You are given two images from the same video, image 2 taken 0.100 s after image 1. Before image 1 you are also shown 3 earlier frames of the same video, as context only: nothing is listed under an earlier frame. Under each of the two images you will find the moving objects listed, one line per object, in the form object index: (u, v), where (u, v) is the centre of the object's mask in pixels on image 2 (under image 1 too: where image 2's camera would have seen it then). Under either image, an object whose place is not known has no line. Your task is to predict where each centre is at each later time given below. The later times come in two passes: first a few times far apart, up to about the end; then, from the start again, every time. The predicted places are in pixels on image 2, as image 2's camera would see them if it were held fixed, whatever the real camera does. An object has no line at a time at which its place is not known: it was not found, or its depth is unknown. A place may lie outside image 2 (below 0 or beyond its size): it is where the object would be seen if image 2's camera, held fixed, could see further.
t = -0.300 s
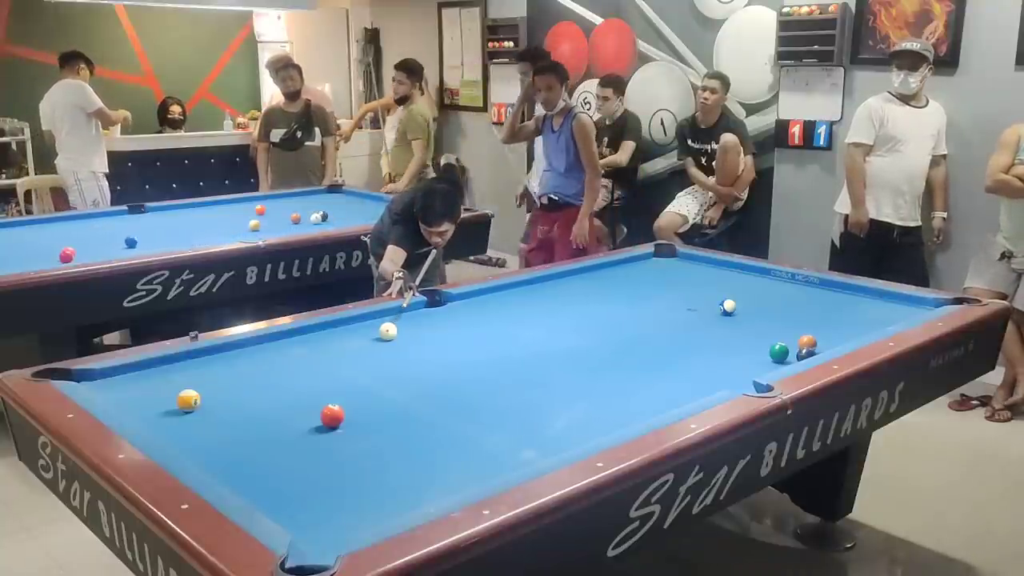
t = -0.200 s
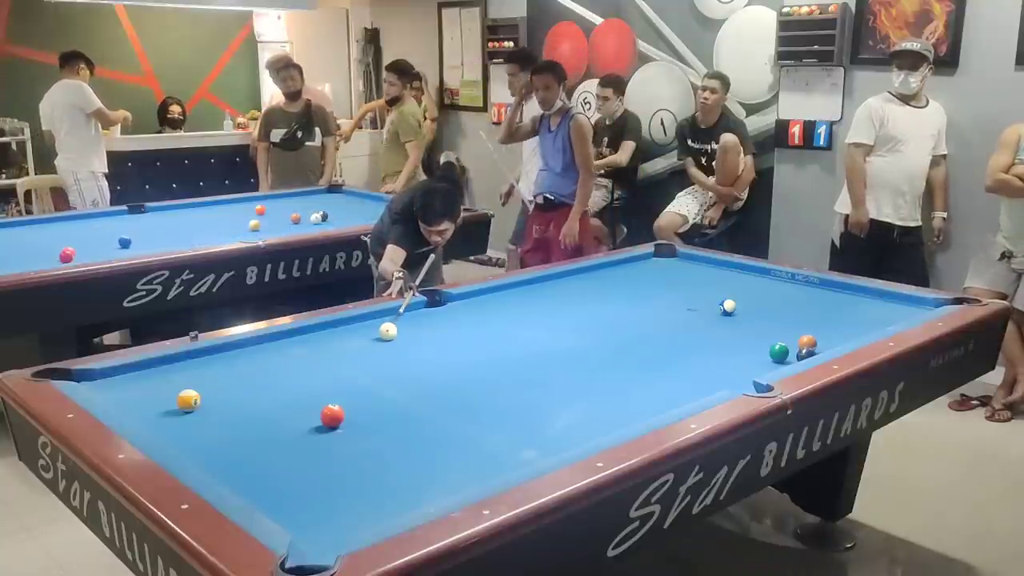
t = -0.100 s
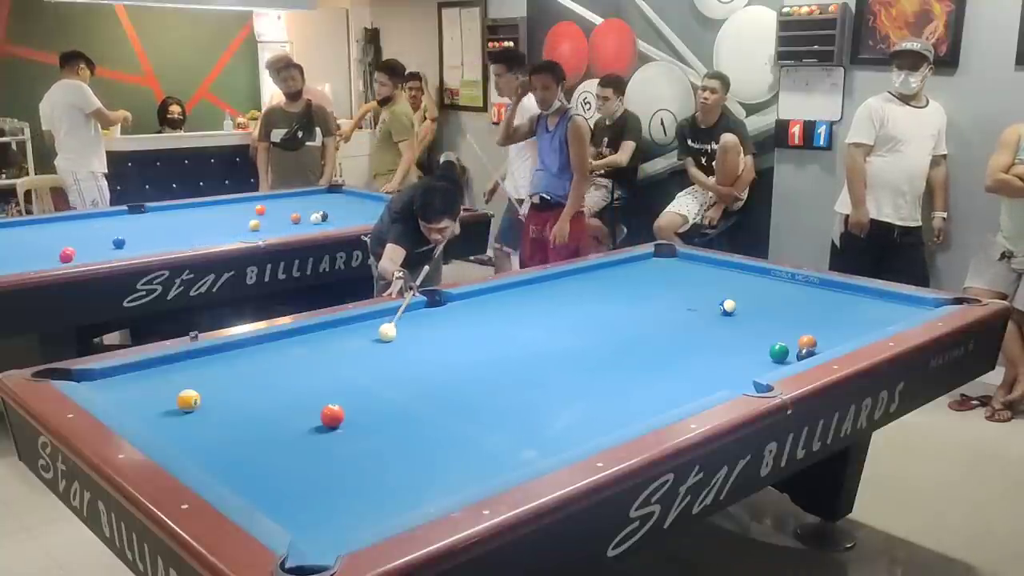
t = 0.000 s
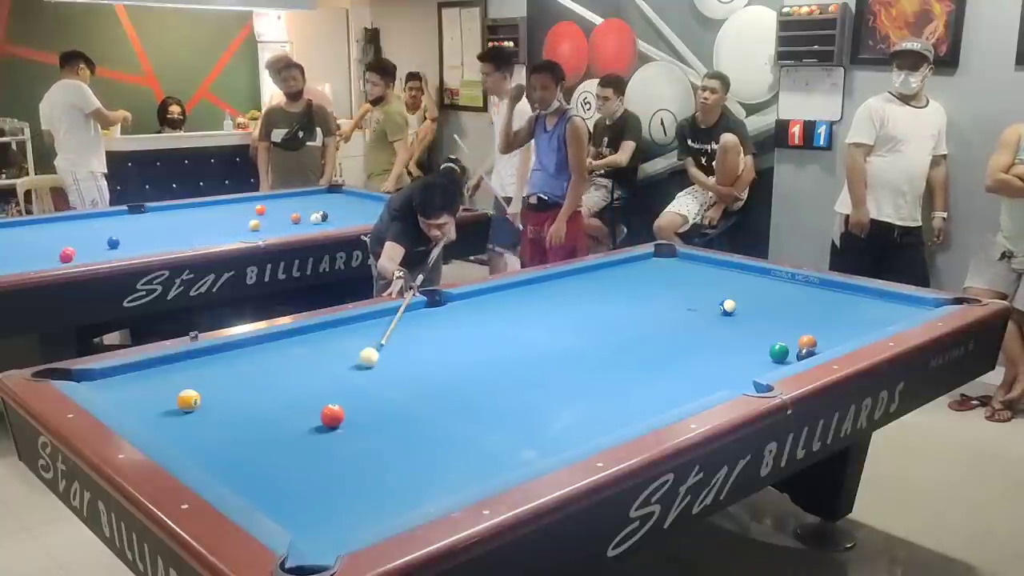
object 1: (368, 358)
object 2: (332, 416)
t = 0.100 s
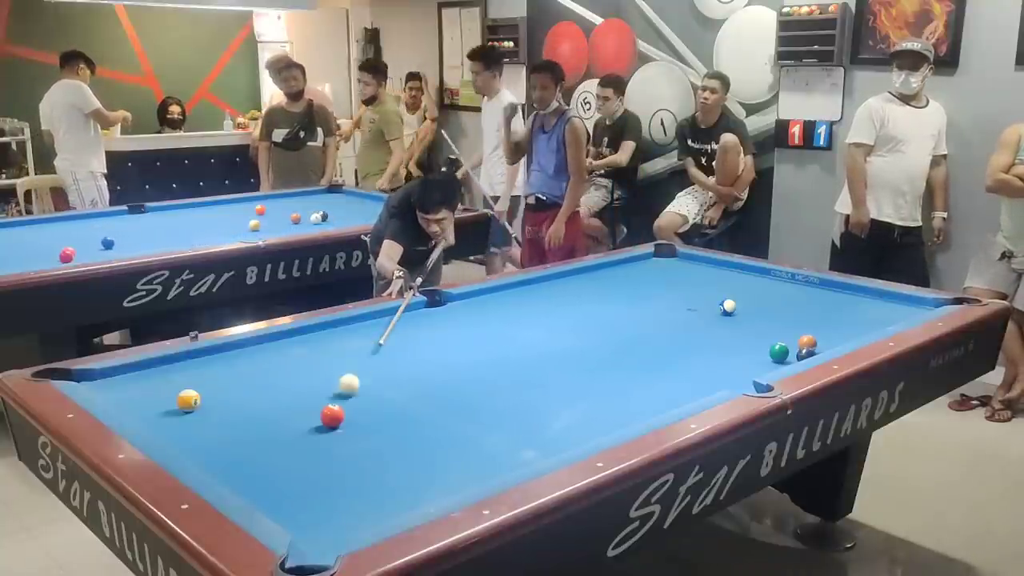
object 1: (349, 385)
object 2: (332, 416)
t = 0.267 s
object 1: (312, 412)
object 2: (328, 449)
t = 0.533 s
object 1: (249, 439)
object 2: (316, 544)
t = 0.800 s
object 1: (220, 463)
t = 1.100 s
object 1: (294, 462)
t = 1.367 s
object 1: (356, 461)
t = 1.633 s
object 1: (413, 461)
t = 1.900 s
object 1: (468, 460)
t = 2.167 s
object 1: (517, 459)
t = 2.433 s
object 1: (544, 451)
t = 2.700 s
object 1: (548, 444)
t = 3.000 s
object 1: (550, 435)
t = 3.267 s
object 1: (552, 429)
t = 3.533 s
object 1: (552, 423)
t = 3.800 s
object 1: (552, 419)
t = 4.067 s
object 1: (553, 416)
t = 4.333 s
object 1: (553, 413)
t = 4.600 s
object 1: (552, 412)
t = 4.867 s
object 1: (551, 412)
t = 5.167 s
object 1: (551, 412)
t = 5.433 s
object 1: (551, 412)
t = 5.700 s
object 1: (551, 412)
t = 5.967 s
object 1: (551, 412)
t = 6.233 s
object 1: (551, 412)
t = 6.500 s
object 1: (551, 412)
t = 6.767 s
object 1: (551, 412)
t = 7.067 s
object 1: (551, 412)
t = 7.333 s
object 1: (551, 412)
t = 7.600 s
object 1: (551, 412)
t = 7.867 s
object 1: (551, 412)
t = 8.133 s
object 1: (551, 412)
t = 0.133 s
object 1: (342, 395)
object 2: (332, 416)
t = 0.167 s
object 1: (334, 402)
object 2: (331, 416)
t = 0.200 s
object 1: (325, 406)
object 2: (331, 426)
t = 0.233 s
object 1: (319, 409)
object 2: (329, 438)
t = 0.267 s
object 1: (312, 412)
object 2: (328, 449)
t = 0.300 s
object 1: (305, 414)
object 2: (326, 461)
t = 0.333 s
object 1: (297, 417)
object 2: (325, 472)
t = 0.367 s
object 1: (290, 420)
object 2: (324, 483)
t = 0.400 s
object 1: (282, 424)
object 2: (322, 495)
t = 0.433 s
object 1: (274, 428)
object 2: (321, 506)
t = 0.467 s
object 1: (266, 431)
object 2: (319, 518)
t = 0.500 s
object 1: (257, 435)
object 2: (317, 531)
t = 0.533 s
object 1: (249, 439)
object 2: (316, 544)
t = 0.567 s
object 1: (240, 443)
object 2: (313, 557)
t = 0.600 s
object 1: (232, 447)
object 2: (312, 570)
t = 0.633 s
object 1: (223, 452)
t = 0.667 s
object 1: (214, 456)
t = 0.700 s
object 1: (206, 459)
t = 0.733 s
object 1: (204, 461)
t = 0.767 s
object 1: (212, 463)
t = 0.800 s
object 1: (220, 463)
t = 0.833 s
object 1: (229, 462)
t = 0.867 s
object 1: (237, 462)
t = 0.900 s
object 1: (246, 463)
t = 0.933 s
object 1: (253, 462)
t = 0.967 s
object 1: (262, 462)
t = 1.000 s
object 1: (270, 462)
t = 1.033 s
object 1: (278, 462)
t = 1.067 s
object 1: (286, 462)
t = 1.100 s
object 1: (294, 462)
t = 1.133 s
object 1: (302, 462)
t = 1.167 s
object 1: (310, 462)
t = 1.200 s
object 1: (318, 462)
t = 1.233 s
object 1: (325, 462)
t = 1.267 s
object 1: (333, 462)
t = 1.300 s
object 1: (340, 461)
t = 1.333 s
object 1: (348, 461)
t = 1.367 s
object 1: (356, 461)
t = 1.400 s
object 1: (363, 461)
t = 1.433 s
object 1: (370, 461)
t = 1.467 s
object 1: (378, 461)
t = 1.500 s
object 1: (385, 461)
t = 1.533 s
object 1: (392, 461)
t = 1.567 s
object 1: (399, 461)
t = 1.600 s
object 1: (406, 461)
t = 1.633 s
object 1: (413, 461)
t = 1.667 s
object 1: (420, 461)
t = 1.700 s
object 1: (427, 460)
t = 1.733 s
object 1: (434, 460)
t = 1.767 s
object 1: (441, 460)
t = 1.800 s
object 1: (447, 460)
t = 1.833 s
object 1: (454, 460)
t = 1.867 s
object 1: (461, 460)
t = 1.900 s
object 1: (468, 460)
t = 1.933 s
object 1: (474, 460)
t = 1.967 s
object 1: (480, 460)
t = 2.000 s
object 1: (487, 460)
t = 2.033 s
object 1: (493, 460)
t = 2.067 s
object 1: (499, 460)
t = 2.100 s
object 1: (505, 460)
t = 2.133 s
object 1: (511, 459)
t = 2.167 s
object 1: (517, 459)
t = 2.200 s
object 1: (523, 458)
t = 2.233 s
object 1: (529, 457)
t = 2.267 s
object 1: (535, 455)
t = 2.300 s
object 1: (541, 454)
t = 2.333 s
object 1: (541, 454)
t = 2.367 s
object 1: (542, 453)
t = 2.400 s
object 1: (543, 452)
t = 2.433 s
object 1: (544, 451)
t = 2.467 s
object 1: (544, 450)
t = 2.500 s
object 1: (545, 449)
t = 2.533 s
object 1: (545, 449)
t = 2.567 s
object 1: (546, 448)
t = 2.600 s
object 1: (547, 447)
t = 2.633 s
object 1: (547, 446)
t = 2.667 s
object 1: (548, 445)
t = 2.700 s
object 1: (548, 444)
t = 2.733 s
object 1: (549, 443)
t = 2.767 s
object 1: (549, 443)
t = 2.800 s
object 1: (549, 442)
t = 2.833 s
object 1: (550, 441)
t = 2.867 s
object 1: (550, 439)
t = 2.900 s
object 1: (550, 438)
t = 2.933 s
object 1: (550, 438)
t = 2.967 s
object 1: (550, 437)
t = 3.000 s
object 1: (550, 435)
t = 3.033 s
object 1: (551, 435)
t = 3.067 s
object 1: (551, 434)
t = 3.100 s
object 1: (551, 433)
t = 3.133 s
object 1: (551, 432)
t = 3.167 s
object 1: (551, 431)
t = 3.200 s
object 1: (551, 430)
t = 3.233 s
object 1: (552, 430)
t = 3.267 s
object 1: (552, 429)
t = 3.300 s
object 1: (552, 428)
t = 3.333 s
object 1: (552, 427)
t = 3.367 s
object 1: (552, 427)
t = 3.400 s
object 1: (552, 426)
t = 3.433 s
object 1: (552, 425)
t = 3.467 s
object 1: (552, 425)
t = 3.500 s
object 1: (552, 424)
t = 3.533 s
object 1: (552, 423)
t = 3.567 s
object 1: (552, 423)
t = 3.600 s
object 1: (552, 422)
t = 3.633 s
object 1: (552, 422)
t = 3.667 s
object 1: (552, 421)
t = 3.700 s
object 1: (552, 421)
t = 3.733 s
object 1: (552, 420)
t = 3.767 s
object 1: (552, 419)
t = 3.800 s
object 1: (552, 419)
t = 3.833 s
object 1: (552, 418)
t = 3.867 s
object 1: (552, 418)
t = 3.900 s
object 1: (553, 418)
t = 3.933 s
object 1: (553, 417)
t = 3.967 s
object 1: (553, 417)
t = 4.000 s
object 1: (553, 416)
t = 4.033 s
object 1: (553, 416)
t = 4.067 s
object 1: (553, 416)
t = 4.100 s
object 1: (553, 415)
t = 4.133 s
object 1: (553, 415)
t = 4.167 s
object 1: (553, 415)
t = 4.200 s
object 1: (553, 414)
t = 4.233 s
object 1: (553, 414)
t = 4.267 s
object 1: (553, 414)
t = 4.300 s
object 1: (553, 414)
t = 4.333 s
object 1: (553, 413)
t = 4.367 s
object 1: (553, 413)
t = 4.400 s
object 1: (553, 413)
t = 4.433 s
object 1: (553, 413)
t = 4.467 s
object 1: (553, 413)
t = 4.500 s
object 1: (553, 412)
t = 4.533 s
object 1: (552, 412)
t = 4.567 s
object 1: (552, 412)
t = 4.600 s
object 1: (552, 412)
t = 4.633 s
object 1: (552, 412)
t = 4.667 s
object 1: (552, 412)
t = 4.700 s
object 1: (551, 412)
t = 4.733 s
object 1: (552, 412)
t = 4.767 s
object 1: (551, 412)
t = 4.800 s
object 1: (551, 412)
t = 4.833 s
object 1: (551, 412)
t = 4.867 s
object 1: (551, 412)
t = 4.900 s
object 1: (551, 412)
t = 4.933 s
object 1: (551, 412)
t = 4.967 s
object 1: (551, 412)
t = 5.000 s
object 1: (551, 412)
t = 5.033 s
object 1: (551, 412)
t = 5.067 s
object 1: (551, 412)
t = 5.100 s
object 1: (551, 412)
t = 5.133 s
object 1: (551, 412)
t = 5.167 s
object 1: (551, 412)
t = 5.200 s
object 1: (551, 412)
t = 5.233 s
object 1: (551, 412)
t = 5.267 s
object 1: (551, 412)
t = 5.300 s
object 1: (551, 412)
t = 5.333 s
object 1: (551, 412)
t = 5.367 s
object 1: (551, 412)
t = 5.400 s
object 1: (551, 412)
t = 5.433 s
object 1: (551, 412)
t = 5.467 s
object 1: (551, 412)
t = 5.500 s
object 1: (551, 412)
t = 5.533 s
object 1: (551, 412)
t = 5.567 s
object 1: (551, 412)
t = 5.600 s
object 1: (551, 412)
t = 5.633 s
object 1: (551, 412)
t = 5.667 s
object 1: (551, 412)
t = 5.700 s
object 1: (551, 412)
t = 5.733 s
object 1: (551, 412)
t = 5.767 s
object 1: (551, 412)
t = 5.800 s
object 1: (551, 412)
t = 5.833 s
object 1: (551, 412)
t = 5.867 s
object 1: (551, 412)
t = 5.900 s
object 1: (551, 412)
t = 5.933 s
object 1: (551, 412)
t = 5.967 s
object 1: (551, 412)
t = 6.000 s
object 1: (551, 412)
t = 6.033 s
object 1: (551, 412)
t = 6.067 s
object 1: (551, 412)
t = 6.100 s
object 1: (551, 412)
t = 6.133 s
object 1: (551, 412)
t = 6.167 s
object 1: (551, 412)
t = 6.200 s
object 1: (551, 412)
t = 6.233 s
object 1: (551, 412)
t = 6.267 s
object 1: (551, 412)
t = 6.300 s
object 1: (551, 412)
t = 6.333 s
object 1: (551, 412)
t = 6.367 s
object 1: (551, 412)
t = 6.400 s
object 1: (551, 412)
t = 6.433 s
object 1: (551, 412)
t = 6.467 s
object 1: (551, 412)
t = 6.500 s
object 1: (551, 412)
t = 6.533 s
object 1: (551, 412)
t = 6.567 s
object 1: (551, 412)
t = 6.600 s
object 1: (551, 412)
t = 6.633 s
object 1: (551, 412)
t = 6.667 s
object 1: (551, 412)
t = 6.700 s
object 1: (551, 412)
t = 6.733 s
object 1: (551, 412)
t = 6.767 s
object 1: (551, 412)
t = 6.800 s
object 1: (551, 412)
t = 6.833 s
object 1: (551, 412)
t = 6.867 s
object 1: (551, 412)
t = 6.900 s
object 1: (551, 412)
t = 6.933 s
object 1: (551, 412)
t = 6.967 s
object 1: (551, 412)
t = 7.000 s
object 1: (551, 412)
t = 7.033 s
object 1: (551, 412)
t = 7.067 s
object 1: (551, 412)
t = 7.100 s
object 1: (551, 412)
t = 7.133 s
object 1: (551, 412)
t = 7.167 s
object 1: (551, 412)
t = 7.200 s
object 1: (551, 412)
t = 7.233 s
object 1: (551, 412)
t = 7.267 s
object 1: (551, 412)
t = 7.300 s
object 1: (551, 412)
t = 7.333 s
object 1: (551, 412)
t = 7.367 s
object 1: (551, 412)
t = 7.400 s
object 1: (551, 412)
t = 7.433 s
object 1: (551, 412)
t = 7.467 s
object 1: (551, 412)
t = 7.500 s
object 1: (551, 412)
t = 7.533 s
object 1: (551, 412)
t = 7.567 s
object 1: (551, 412)
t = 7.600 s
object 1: (551, 412)
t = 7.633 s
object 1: (551, 412)
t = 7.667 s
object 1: (551, 412)
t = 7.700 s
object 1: (551, 412)
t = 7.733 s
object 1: (551, 412)
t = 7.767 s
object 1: (551, 412)
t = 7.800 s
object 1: (551, 412)
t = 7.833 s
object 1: (551, 412)
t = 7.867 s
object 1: (551, 412)
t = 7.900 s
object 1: (551, 412)
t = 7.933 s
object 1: (551, 412)
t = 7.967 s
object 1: (551, 412)
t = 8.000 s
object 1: (551, 412)
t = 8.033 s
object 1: (551, 412)
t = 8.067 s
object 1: (551, 412)
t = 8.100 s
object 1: (551, 412)
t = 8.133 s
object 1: (551, 412)
